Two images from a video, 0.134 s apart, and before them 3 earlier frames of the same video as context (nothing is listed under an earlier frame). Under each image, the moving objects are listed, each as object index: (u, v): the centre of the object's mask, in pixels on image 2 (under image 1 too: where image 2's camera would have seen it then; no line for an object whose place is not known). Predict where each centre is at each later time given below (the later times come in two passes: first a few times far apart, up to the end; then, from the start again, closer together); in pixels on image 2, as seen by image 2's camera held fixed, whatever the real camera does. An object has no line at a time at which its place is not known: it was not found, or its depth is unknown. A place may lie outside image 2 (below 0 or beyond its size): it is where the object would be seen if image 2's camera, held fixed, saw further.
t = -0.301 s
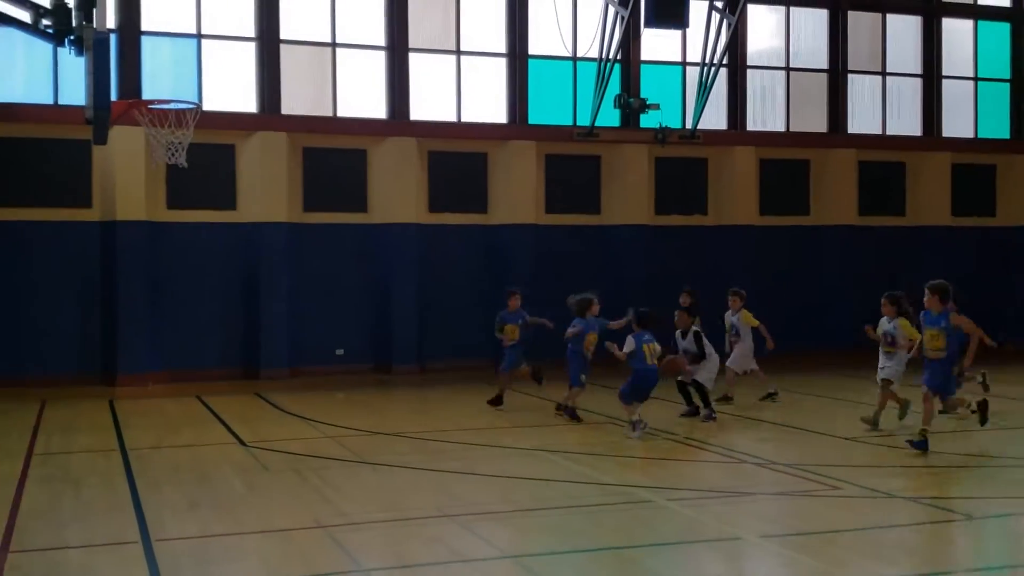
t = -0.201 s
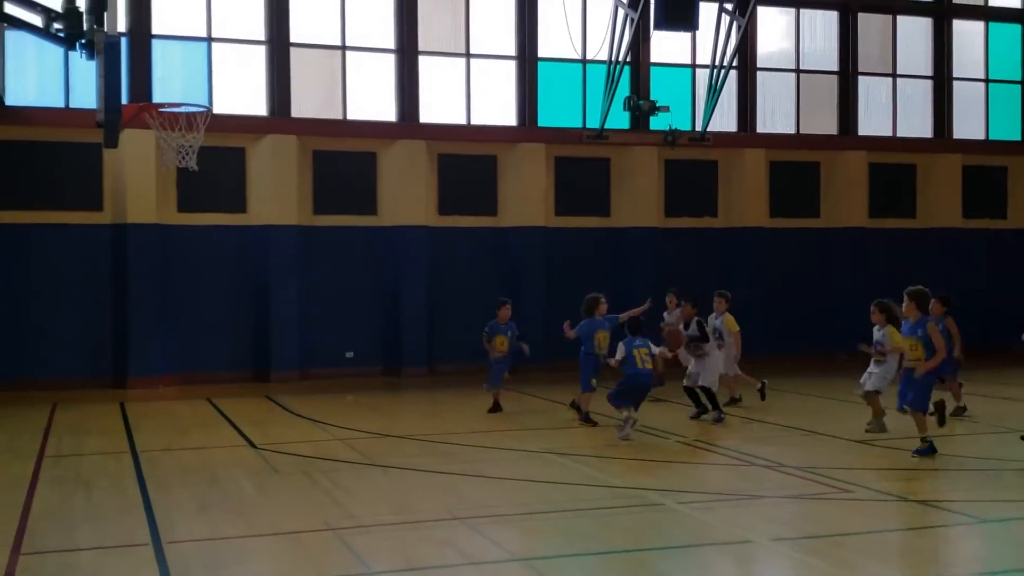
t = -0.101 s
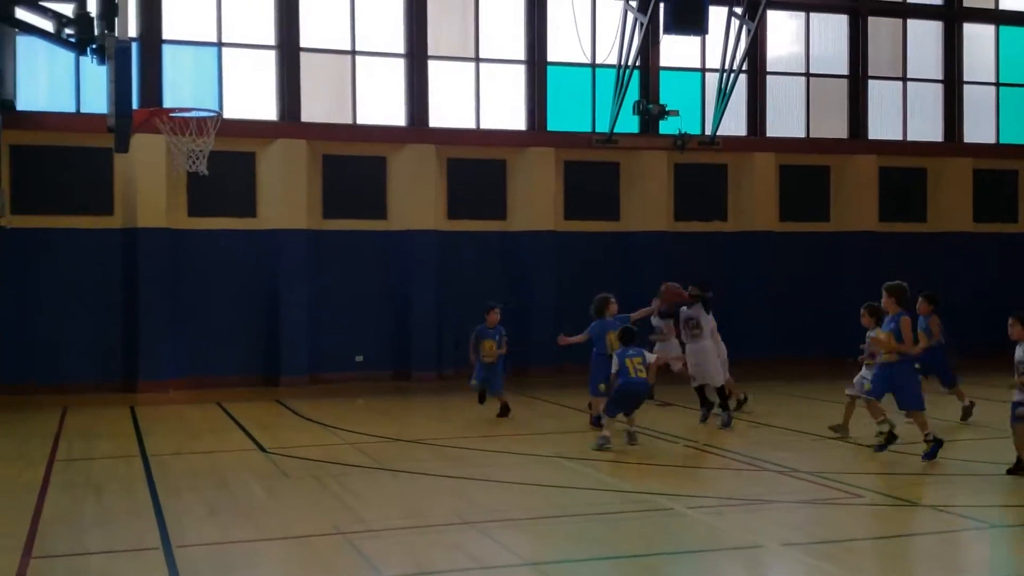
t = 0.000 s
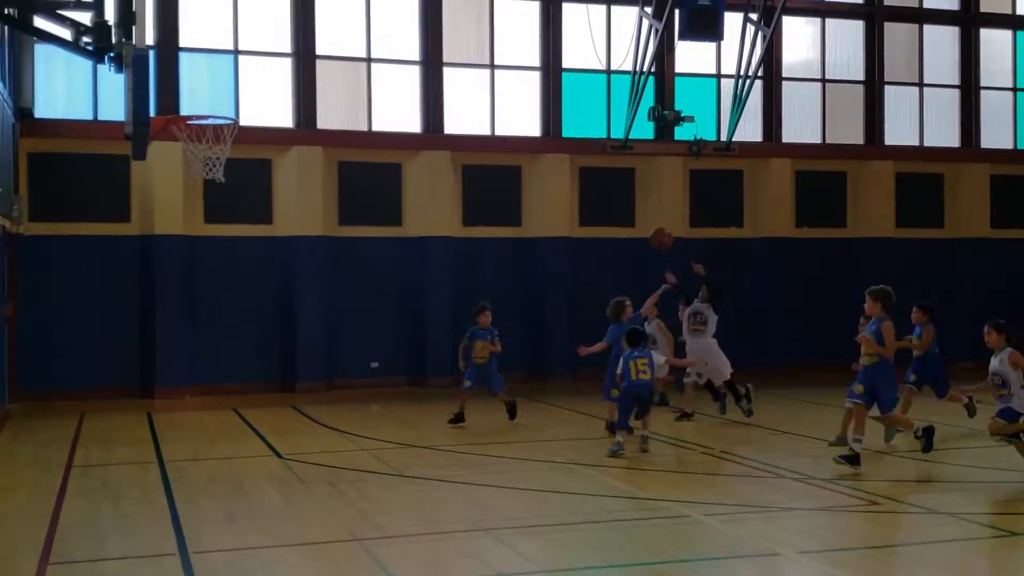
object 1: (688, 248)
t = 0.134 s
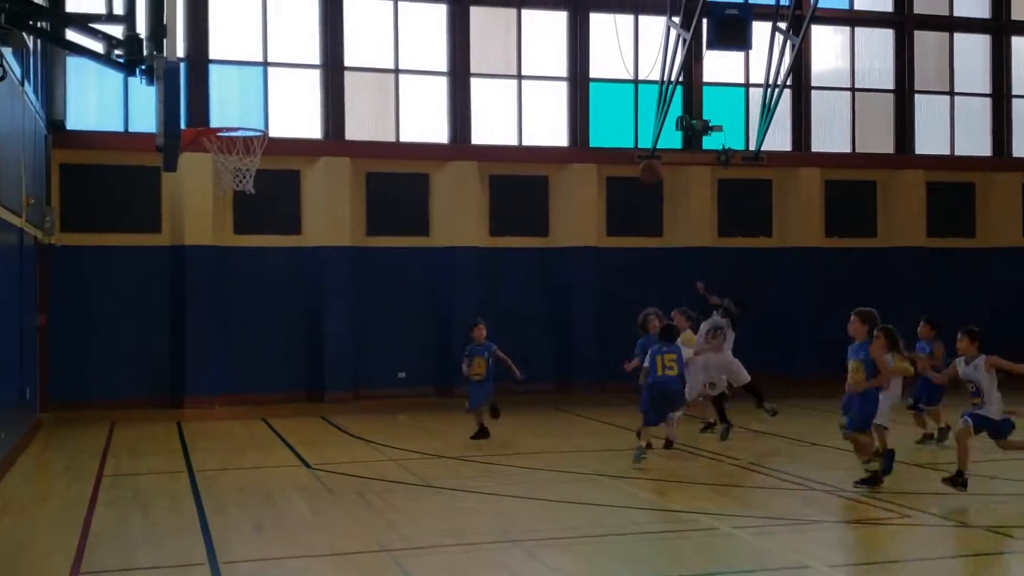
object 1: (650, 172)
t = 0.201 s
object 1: (631, 139)
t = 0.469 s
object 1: (545, 54)
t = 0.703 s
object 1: (464, 40)
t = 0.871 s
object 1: (396, 74)
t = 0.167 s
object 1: (640, 155)
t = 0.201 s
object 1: (631, 139)
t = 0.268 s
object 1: (610, 112)
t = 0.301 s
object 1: (599, 99)
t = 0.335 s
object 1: (589, 88)
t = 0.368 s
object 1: (579, 77)
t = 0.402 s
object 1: (568, 69)
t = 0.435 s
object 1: (556, 61)
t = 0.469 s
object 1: (545, 54)
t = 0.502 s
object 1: (534, 48)
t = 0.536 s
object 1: (522, 44)
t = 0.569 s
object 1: (511, 41)
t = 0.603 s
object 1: (499, 39)
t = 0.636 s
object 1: (487, 39)
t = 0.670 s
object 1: (473, 39)
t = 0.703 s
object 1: (464, 40)
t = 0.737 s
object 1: (449, 46)
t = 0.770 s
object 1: (436, 50)
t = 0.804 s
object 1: (424, 57)
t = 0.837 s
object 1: (410, 64)
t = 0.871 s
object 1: (396, 74)
